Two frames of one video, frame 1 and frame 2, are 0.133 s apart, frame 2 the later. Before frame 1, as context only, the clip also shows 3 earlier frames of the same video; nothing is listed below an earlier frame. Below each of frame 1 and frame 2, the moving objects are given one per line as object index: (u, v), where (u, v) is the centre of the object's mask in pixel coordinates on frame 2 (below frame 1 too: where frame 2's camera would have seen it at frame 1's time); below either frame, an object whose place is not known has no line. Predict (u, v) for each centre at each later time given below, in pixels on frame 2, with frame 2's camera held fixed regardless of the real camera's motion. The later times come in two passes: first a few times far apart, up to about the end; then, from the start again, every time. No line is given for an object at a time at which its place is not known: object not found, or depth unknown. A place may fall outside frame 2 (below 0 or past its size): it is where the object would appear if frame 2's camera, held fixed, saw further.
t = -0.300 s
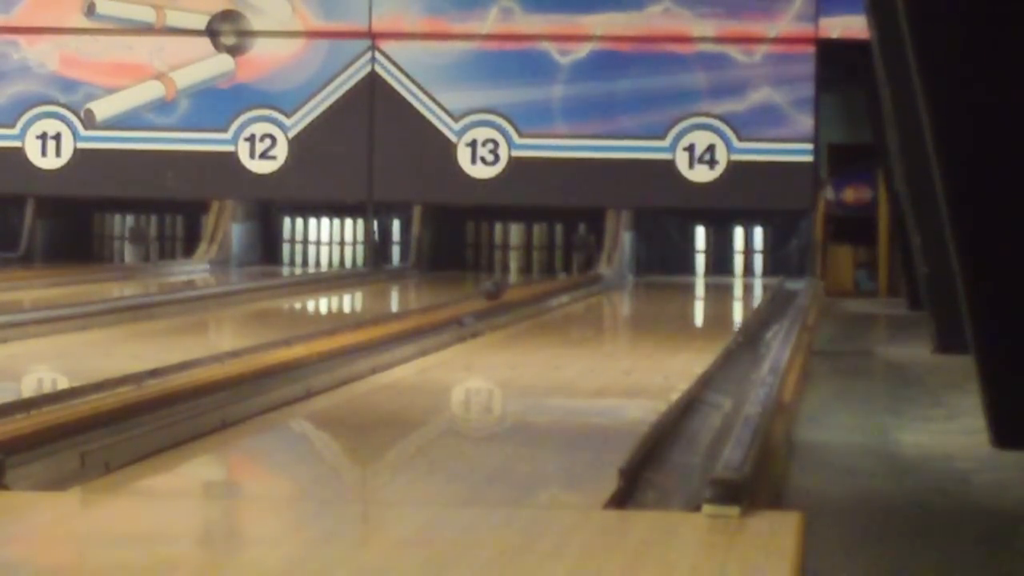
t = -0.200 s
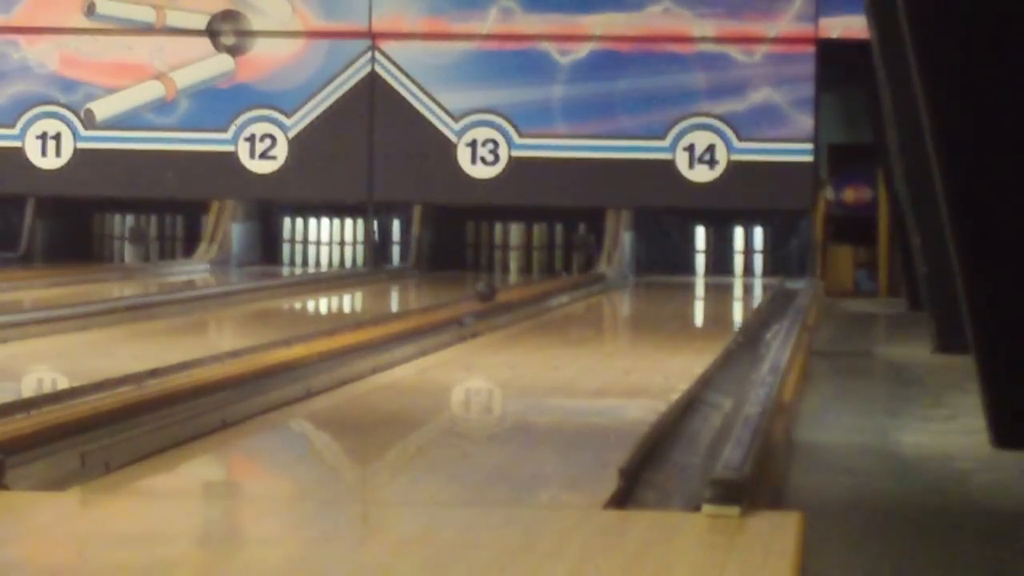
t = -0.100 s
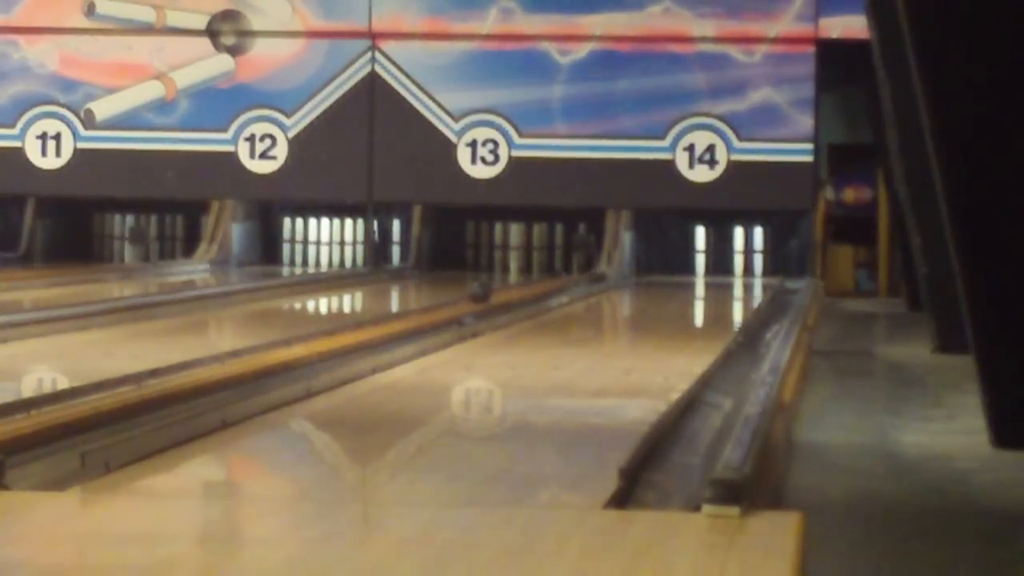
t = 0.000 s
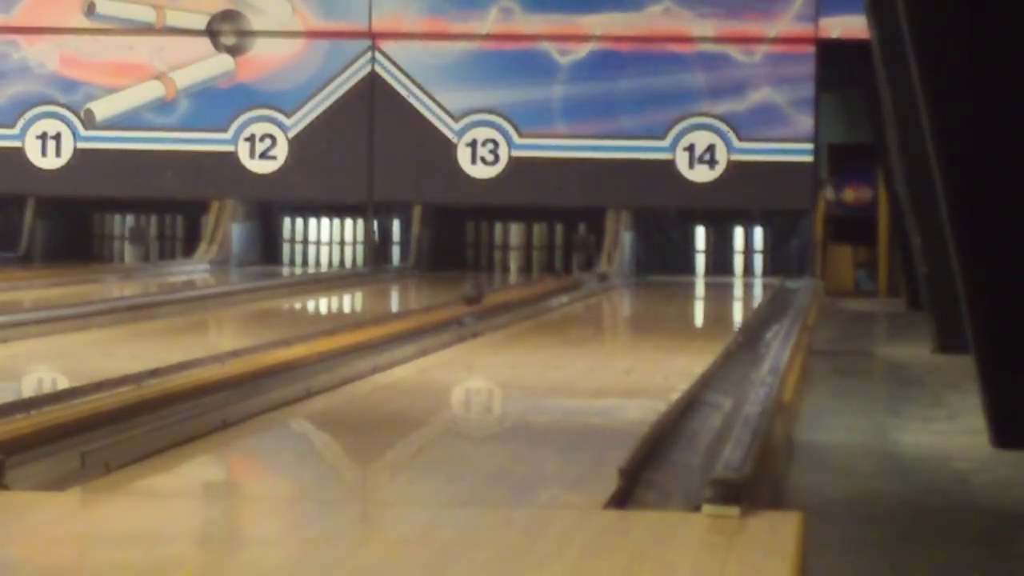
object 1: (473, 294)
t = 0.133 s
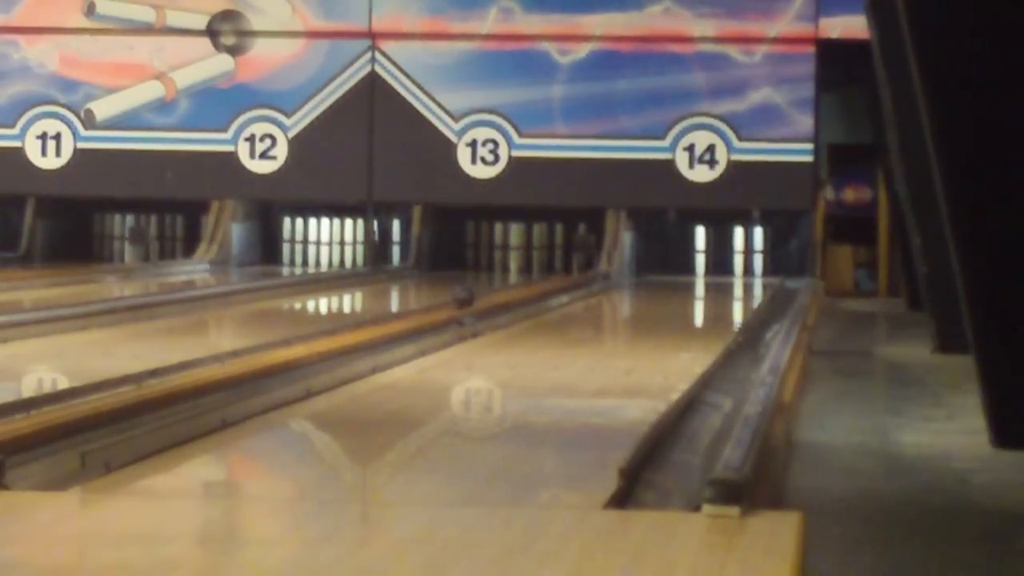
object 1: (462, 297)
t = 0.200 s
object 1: (458, 299)
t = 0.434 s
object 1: (440, 303)
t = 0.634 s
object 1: (423, 307)
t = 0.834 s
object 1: (404, 310)
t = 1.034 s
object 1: (385, 315)
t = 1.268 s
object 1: (360, 321)
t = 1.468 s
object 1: (337, 328)
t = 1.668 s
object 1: (310, 334)
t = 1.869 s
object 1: (281, 340)
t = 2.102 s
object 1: (245, 349)
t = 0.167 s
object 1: (460, 297)
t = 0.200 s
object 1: (458, 299)
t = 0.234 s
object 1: (455, 300)
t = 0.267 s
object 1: (452, 300)
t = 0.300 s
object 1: (450, 301)
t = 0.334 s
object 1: (448, 302)
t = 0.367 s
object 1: (446, 301)
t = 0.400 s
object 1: (443, 303)
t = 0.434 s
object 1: (440, 303)
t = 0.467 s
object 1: (437, 304)
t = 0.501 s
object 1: (435, 304)
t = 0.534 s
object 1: (431, 305)
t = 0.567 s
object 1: (428, 305)
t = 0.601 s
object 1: (426, 307)
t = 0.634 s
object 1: (423, 307)
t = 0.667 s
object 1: (419, 307)
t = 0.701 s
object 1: (417, 308)
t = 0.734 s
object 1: (414, 309)
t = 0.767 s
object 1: (410, 308)
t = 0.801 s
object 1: (407, 309)
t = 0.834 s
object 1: (404, 310)
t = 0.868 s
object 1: (401, 311)
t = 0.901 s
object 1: (398, 311)
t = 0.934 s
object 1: (395, 313)
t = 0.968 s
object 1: (392, 313)
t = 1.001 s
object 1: (388, 314)
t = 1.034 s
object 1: (385, 315)
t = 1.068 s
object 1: (382, 316)
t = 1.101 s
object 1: (379, 317)
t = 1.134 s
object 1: (374, 318)
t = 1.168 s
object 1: (371, 319)
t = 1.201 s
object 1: (368, 319)
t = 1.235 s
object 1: (363, 320)
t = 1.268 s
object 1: (360, 321)
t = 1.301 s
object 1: (356, 322)
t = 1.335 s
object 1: (353, 323)
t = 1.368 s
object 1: (349, 324)
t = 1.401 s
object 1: (345, 325)
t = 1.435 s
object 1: (342, 327)
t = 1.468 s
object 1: (337, 328)
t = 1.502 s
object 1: (333, 329)
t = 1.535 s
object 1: (328, 330)
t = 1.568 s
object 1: (324, 331)
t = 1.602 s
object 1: (319, 332)
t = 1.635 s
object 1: (315, 333)
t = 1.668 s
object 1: (310, 334)
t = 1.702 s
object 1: (306, 334)
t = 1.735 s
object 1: (301, 335)
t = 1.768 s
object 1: (296, 336)
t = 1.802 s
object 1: (291, 338)
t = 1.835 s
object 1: (286, 338)
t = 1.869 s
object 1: (281, 340)
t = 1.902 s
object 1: (277, 341)
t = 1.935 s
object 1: (271, 343)
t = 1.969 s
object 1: (266, 344)
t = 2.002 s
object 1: (261, 345)
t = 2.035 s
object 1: (255, 346)
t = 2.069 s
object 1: (250, 347)
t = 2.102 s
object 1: (245, 349)
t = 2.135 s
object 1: (239, 350)
